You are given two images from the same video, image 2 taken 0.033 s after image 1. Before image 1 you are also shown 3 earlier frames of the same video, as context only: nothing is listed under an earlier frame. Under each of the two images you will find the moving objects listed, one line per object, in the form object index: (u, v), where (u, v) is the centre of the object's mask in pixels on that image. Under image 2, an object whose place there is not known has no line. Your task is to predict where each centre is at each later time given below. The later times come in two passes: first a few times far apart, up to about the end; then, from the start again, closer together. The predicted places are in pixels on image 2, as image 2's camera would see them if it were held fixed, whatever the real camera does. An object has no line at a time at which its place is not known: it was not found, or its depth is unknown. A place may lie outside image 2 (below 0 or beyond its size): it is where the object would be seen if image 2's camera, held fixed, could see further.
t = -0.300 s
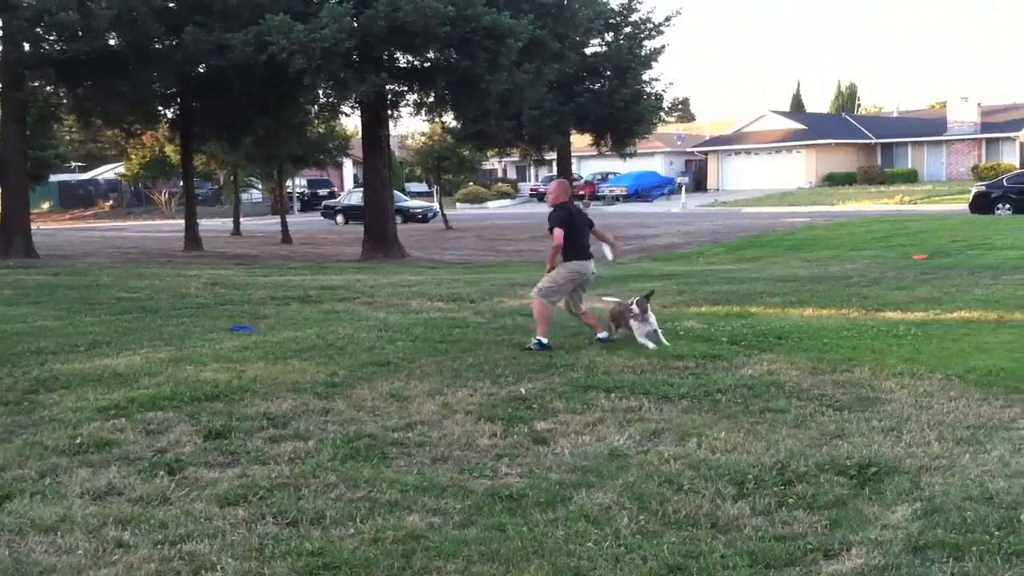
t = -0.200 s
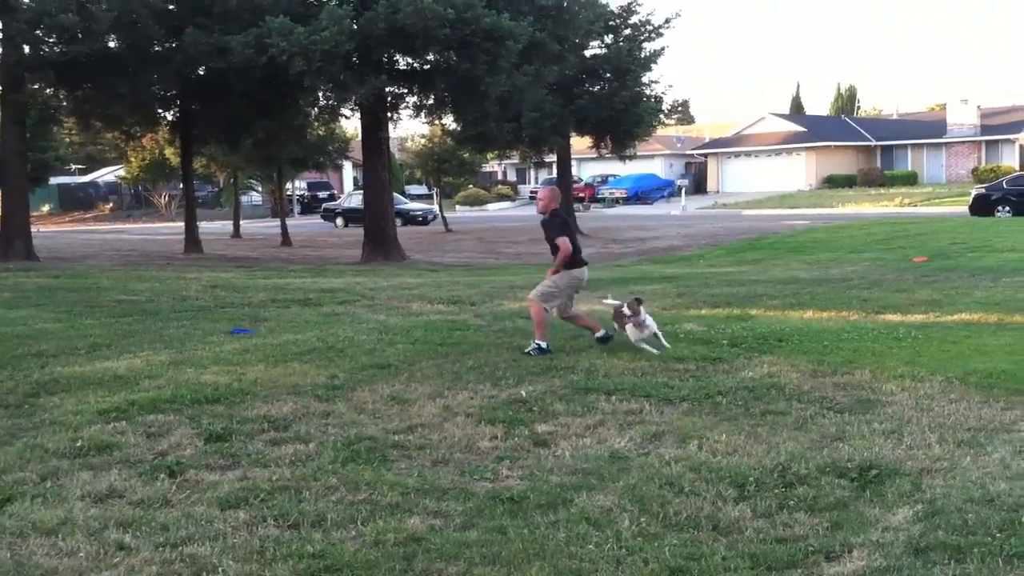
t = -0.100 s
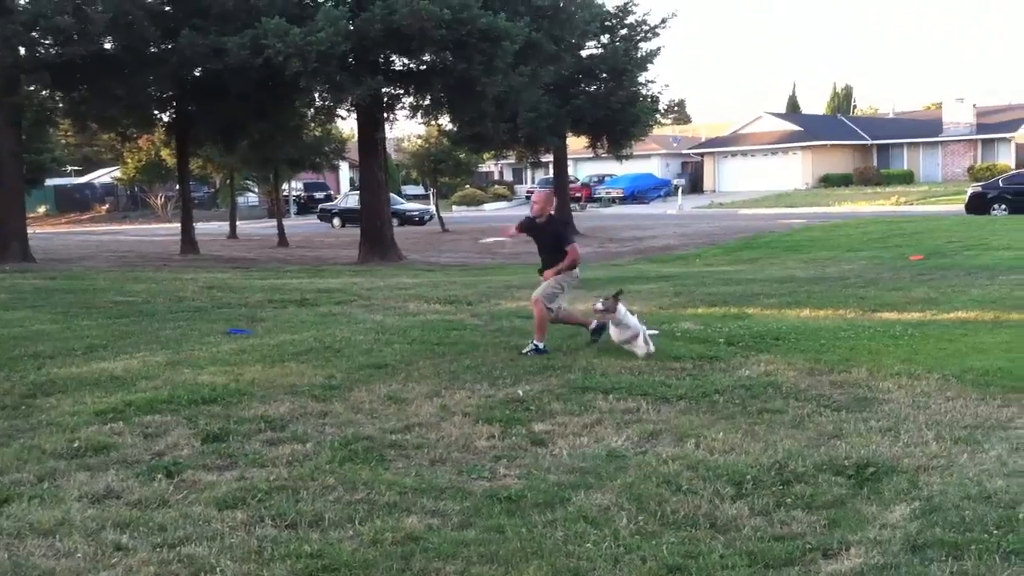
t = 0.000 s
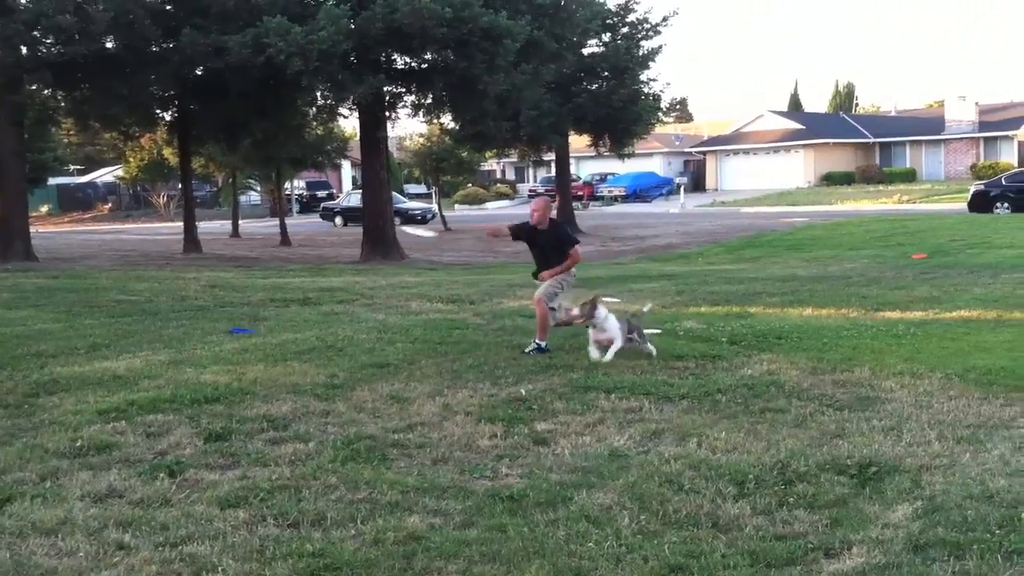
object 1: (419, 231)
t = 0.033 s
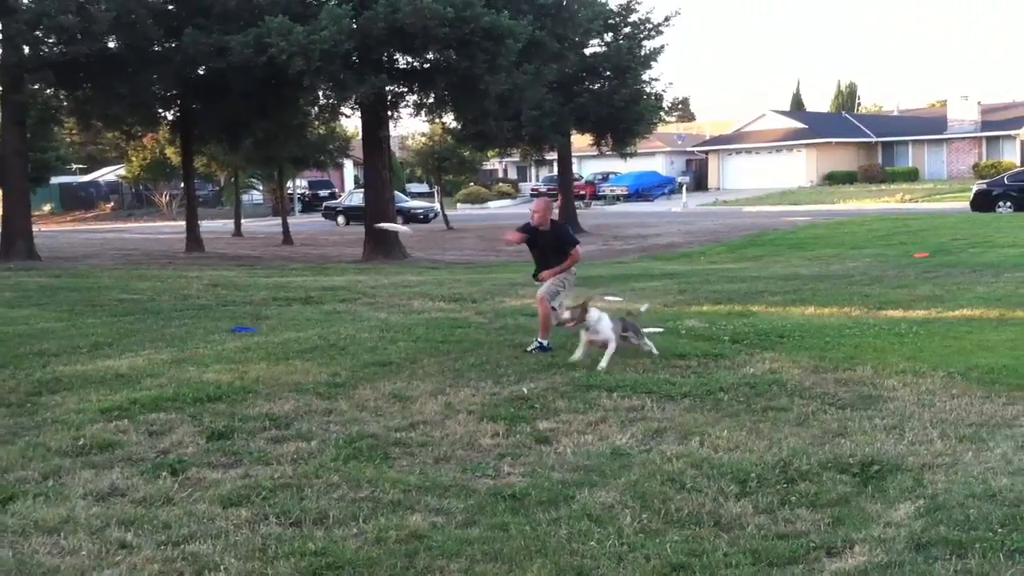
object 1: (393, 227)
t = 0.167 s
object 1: (273, 215)
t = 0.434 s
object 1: (-3, 193)
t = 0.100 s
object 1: (335, 221)
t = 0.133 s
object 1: (307, 219)
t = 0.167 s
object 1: (273, 215)
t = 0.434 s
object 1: (-3, 193)
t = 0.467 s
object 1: (-44, 192)
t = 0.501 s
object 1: (-89, 191)
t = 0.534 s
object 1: (-133, 190)
